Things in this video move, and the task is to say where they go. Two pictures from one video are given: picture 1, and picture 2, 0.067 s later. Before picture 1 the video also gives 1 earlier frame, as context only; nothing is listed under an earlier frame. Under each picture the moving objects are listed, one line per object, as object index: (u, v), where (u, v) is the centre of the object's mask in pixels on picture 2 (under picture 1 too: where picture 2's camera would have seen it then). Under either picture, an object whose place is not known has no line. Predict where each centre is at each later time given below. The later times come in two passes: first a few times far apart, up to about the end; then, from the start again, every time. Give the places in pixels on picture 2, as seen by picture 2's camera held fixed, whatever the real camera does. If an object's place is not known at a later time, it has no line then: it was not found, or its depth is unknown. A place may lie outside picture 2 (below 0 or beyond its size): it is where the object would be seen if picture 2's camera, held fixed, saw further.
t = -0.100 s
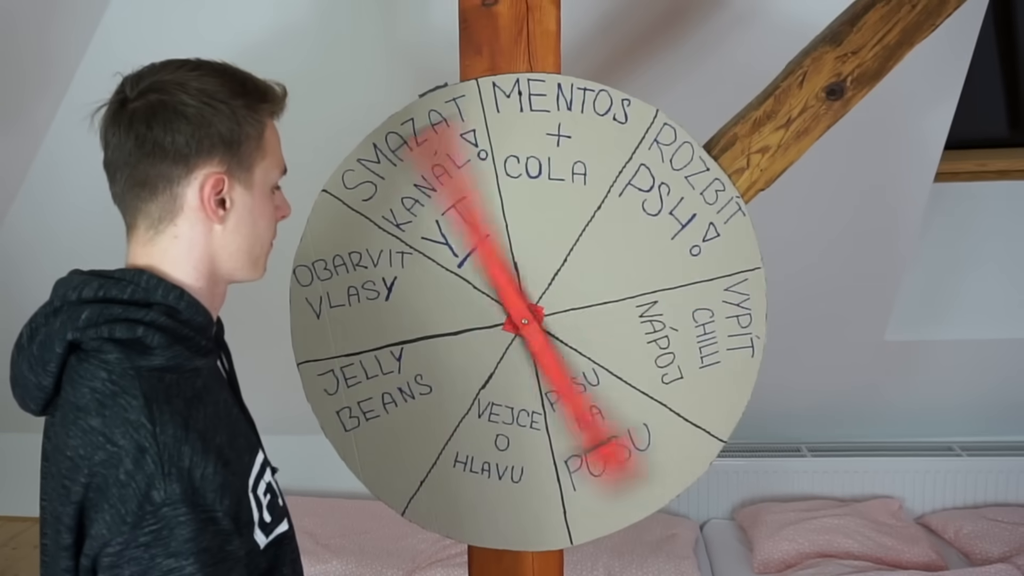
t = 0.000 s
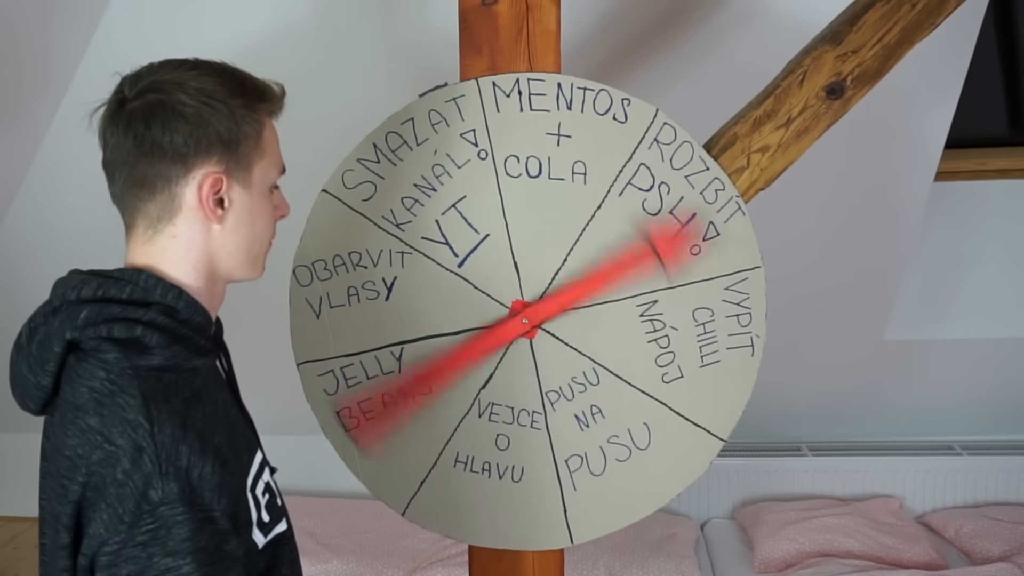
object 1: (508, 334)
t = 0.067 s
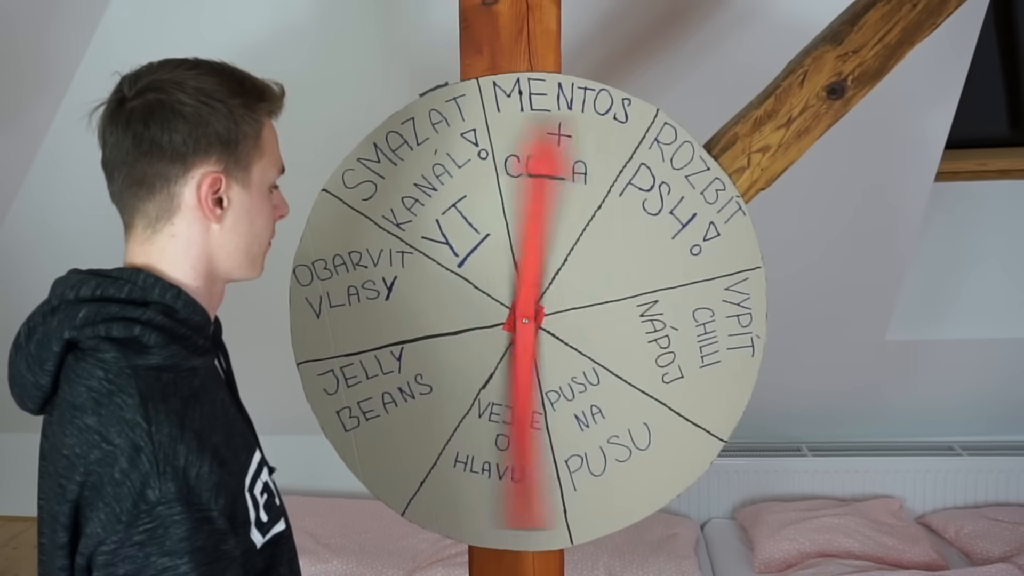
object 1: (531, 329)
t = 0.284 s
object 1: (532, 306)
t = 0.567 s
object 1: (529, 320)
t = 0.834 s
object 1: (527, 321)
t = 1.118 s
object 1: (521, 320)
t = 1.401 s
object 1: (527, 317)
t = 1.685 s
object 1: (524, 319)
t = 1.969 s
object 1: (529, 321)
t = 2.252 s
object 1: (531, 321)
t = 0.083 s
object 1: (532, 328)
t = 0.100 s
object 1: (536, 333)
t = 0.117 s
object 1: (529, 319)
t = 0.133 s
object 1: (534, 323)
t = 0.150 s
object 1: (538, 324)
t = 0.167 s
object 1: (540, 323)
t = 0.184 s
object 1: (538, 320)
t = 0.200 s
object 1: (537, 317)
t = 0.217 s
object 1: (536, 317)
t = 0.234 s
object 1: (537, 314)
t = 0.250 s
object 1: (538, 309)
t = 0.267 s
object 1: (533, 311)
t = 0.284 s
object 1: (532, 306)
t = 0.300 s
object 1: (530, 303)
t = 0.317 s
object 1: (527, 307)
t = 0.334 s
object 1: (524, 308)
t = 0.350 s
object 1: (523, 311)
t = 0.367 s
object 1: (518, 310)
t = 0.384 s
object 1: (514, 311)
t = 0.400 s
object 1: (511, 313)
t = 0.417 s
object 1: (506, 317)
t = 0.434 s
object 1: (512, 321)
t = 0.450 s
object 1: (518, 321)
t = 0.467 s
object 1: (527, 321)
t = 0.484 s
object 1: (525, 324)
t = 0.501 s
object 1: (526, 324)
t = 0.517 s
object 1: (525, 327)
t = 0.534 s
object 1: (526, 327)
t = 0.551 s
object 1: (530, 318)
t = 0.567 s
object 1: (529, 320)
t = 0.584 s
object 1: (529, 319)
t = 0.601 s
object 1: (529, 320)
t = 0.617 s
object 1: (530, 323)
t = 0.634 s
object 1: (531, 324)
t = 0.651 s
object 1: (528, 320)
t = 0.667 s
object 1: (530, 321)
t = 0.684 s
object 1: (533, 323)
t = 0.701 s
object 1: (531, 322)
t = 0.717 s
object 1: (535, 322)
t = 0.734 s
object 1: (525, 320)
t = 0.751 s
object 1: (521, 320)
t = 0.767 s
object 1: (532, 318)
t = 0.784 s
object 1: (536, 317)
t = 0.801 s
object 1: (530, 319)
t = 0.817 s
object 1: (529, 319)
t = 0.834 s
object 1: (527, 321)
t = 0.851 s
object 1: (529, 317)
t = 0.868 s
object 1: (530, 315)
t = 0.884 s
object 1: (529, 314)
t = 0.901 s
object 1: (528, 314)
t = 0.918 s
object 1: (527, 316)
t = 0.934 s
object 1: (527, 316)
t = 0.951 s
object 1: (526, 316)
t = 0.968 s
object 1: (526, 318)
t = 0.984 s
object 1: (524, 315)
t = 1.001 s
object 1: (526, 319)
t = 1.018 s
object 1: (523, 317)
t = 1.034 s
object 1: (521, 316)
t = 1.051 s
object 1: (523, 318)
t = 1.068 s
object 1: (519, 317)
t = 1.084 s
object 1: (526, 320)
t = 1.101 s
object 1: (523, 320)
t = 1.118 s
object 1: (521, 320)
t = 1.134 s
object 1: (522, 321)
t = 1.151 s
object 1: (519, 321)
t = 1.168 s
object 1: (525, 321)
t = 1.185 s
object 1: (526, 322)
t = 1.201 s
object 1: (532, 319)
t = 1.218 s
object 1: (527, 321)
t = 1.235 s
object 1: (531, 319)
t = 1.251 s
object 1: (529, 320)
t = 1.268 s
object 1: (528, 320)
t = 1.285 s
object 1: (527, 321)
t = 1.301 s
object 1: (527, 320)
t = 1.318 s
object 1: (528, 319)
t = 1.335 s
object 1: (529, 317)
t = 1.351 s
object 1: (529, 316)
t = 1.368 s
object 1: (528, 315)
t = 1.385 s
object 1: (528, 317)
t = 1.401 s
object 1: (527, 317)
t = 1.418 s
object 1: (527, 317)
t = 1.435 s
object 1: (527, 316)
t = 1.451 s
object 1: (527, 317)
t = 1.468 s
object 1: (526, 318)
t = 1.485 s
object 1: (526, 317)
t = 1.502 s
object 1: (526, 317)
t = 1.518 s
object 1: (525, 318)
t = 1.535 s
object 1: (525, 317)
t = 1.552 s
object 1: (525, 317)
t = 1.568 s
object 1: (524, 316)
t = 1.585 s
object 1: (524, 316)
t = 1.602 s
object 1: (524, 318)
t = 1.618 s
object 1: (523, 317)
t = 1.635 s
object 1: (523, 317)
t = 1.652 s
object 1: (524, 319)
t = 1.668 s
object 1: (523, 318)
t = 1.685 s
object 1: (524, 319)
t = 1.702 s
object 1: (526, 320)
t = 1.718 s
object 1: (525, 320)
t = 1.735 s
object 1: (525, 319)
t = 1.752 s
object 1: (525, 320)
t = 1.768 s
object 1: (525, 320)
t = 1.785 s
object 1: (526, 320)
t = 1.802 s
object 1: (525, 320)
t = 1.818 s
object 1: (527, 321)
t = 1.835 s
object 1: (527, 321)
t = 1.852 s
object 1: (527, 321)
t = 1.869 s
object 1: (529, 321)
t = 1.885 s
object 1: (529, 321)
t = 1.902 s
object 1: (530, 321)
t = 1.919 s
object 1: (530, 321)
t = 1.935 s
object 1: (530, 321)
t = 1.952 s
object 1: (530, 321)
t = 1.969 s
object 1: (529, 321)
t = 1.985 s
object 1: (530, 321)
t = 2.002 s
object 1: (530, 321)
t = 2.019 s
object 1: (530, 321)
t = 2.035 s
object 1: (530, 321)
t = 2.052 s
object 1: (531, 321)
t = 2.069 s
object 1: (531, 321)
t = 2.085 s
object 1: (532, 321)
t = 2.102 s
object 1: (532, 321)
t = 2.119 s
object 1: (532, 321)
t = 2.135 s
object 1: (532, 321)
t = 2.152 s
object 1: (531, 321)
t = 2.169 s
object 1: (531, 321)
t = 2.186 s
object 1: (531, 321)
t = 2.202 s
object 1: (531, 321)
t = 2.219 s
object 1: (531, 321)
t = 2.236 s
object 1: (531, 321)
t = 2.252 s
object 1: (531, 321)
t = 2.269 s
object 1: (531, 321)
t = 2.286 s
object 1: (531, 321)
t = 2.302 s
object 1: (531, 321)
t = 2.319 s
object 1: (532, 321)
